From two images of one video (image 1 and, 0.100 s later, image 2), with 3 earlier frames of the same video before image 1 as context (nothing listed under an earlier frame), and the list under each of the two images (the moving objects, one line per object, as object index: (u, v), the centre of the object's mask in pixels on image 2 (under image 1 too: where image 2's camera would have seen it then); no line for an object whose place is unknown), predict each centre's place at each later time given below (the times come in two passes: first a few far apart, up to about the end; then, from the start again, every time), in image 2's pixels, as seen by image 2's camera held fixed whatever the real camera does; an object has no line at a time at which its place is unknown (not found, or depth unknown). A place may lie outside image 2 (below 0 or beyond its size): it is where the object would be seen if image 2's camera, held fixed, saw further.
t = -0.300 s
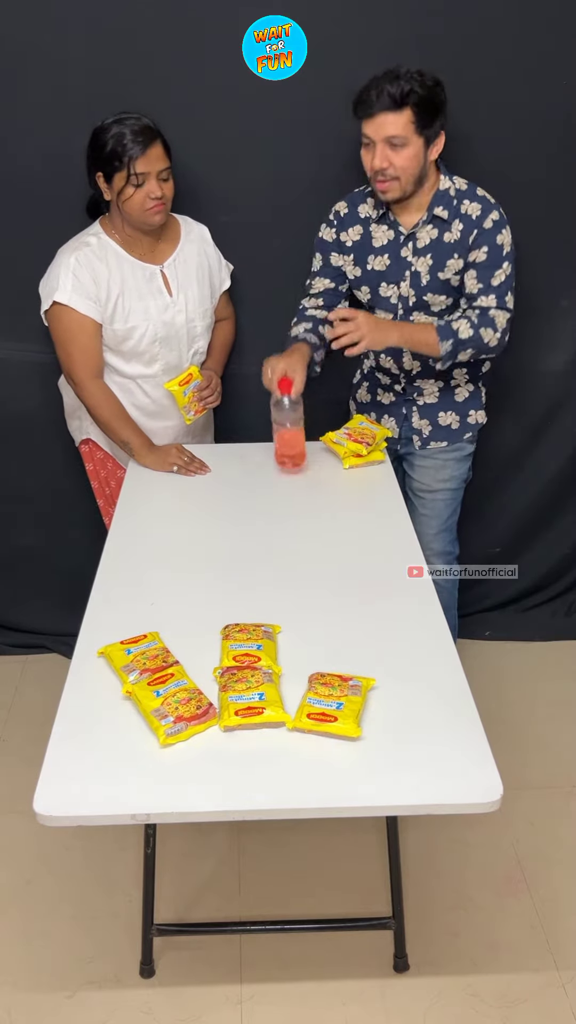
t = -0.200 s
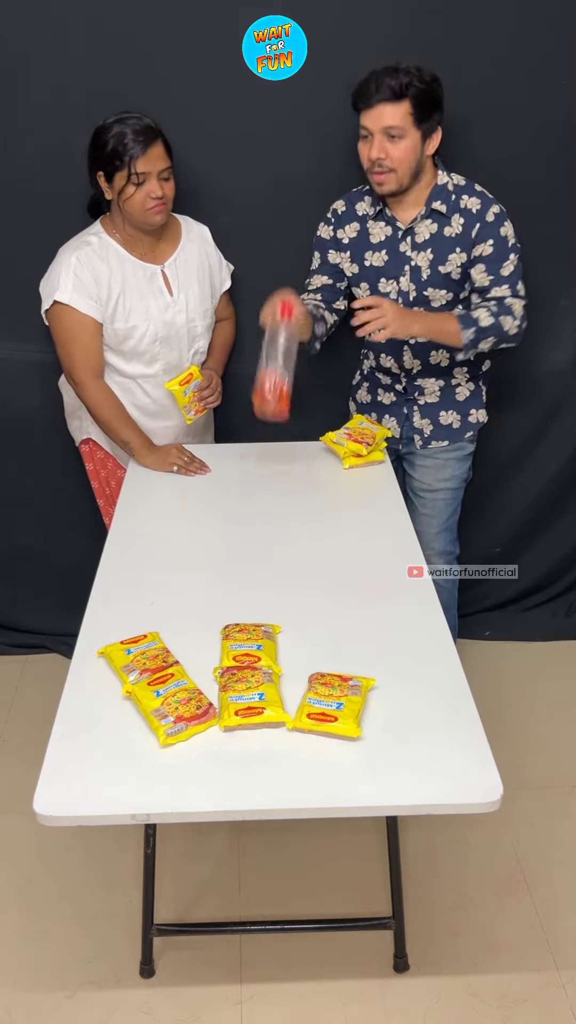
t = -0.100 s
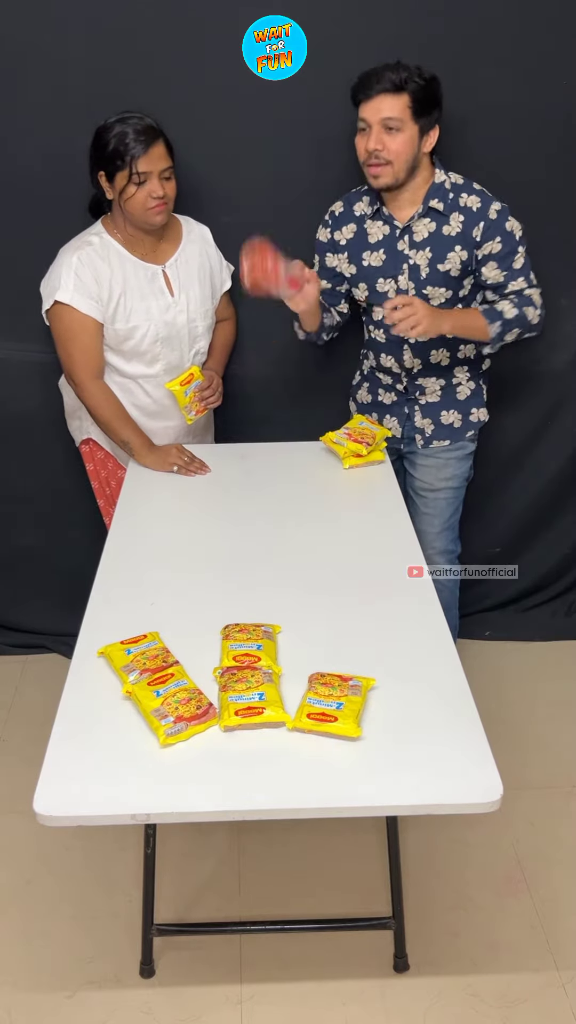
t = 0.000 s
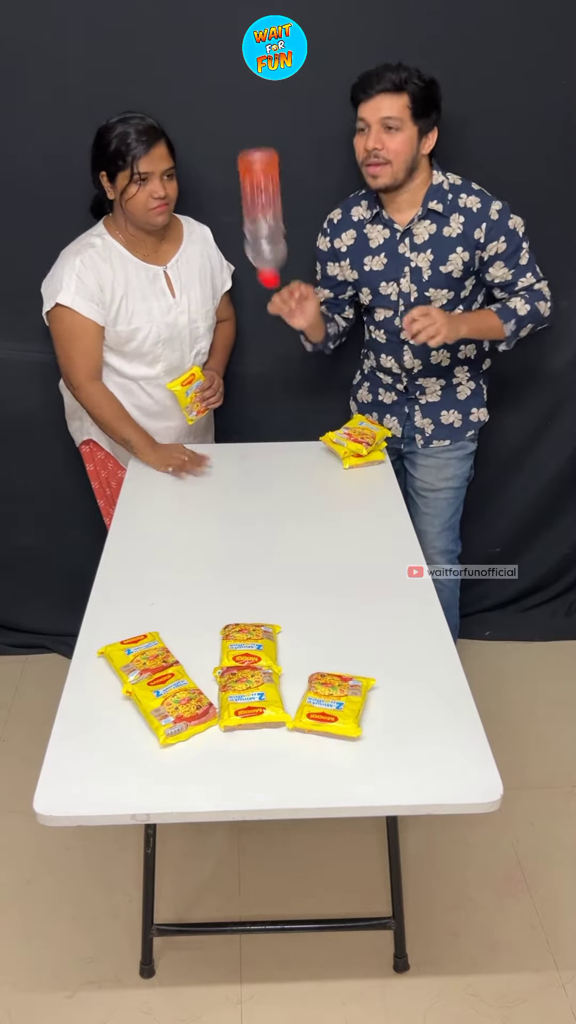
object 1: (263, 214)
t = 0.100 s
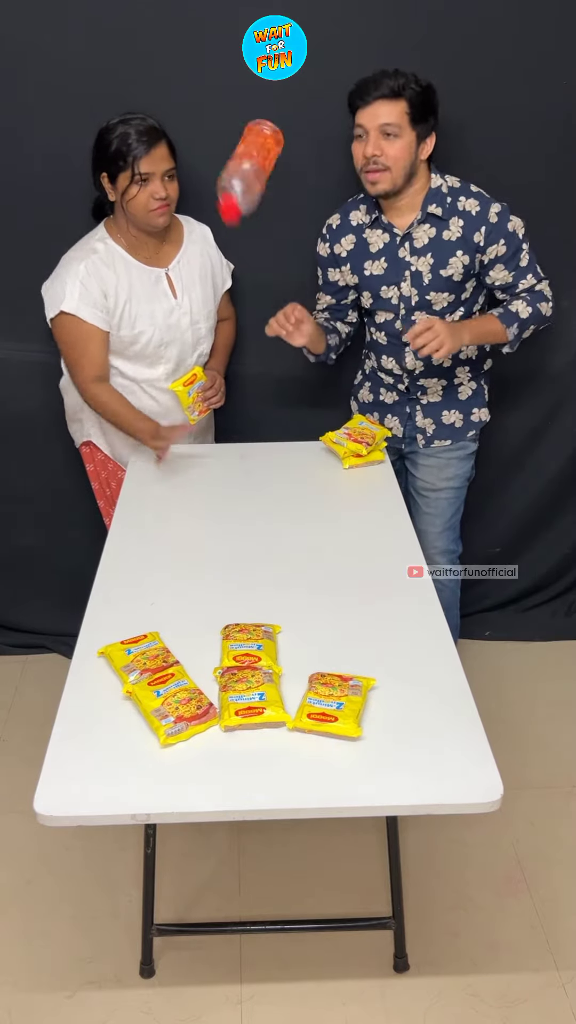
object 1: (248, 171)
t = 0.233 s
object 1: (247, 202)
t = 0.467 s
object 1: (250, 488)
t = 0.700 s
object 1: (243, 499)
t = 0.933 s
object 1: (234, 514)
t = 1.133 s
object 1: (215, 549)
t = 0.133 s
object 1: (248, 165)
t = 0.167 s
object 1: (248, 169)
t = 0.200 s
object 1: (248, 183)
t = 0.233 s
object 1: (247, 202)
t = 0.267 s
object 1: (246, 229)
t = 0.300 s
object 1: (247, 262)
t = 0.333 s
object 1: (248, 302)
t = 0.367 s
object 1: (248, 347)
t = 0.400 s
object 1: (249, 391)
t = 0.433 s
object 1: (250, 445)
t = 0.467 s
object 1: (250, 488)
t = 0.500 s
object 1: (250, 490)
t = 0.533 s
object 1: (249, 492)
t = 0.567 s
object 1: (248, 494)
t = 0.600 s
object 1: (247, 495)
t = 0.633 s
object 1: (246, 496)
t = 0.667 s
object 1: (244, 498)
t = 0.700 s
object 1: (243, 499)
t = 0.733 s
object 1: (242, 501)
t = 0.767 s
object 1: (242, 502)
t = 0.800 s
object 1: (241, 504)
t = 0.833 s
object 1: (240, 506)
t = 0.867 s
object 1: (238, 508)
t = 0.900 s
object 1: (236, 511)
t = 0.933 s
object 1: (234, 514)
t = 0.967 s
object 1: (231, 517)
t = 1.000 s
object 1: (228, 522)
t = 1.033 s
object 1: (225, 528)
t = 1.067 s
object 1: (219, 539)
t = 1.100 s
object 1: (216, 551)
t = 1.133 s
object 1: (215, 549)
